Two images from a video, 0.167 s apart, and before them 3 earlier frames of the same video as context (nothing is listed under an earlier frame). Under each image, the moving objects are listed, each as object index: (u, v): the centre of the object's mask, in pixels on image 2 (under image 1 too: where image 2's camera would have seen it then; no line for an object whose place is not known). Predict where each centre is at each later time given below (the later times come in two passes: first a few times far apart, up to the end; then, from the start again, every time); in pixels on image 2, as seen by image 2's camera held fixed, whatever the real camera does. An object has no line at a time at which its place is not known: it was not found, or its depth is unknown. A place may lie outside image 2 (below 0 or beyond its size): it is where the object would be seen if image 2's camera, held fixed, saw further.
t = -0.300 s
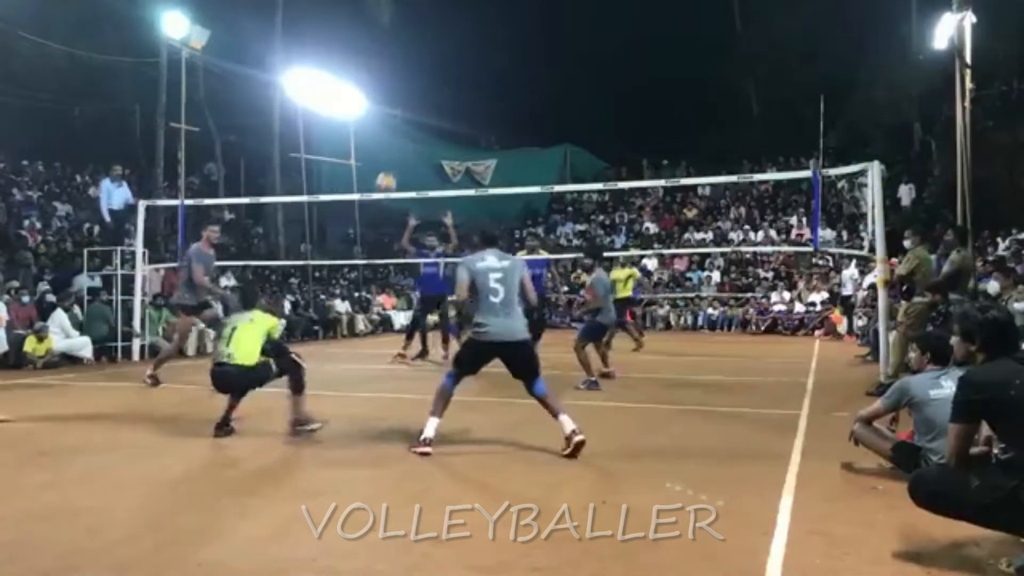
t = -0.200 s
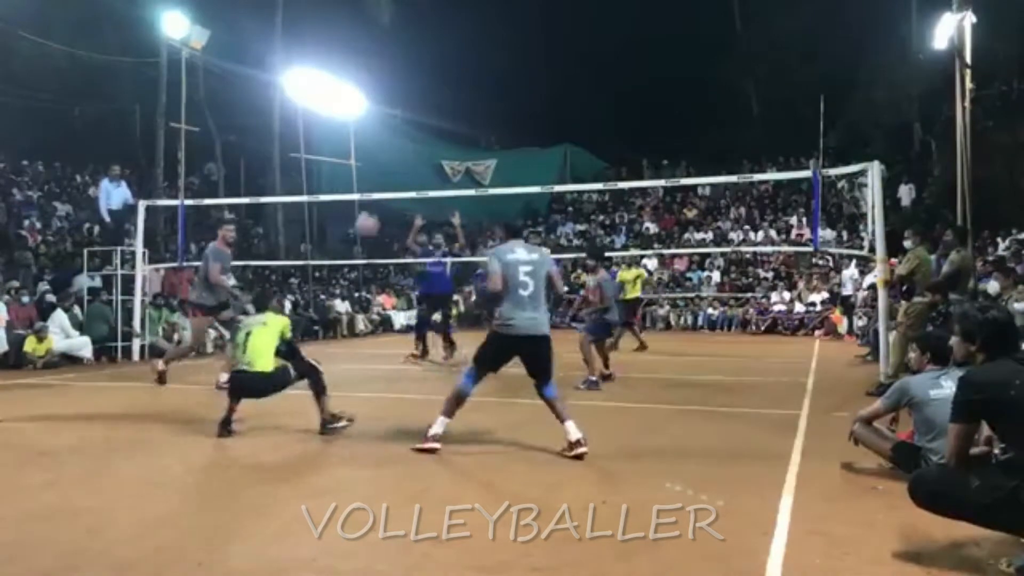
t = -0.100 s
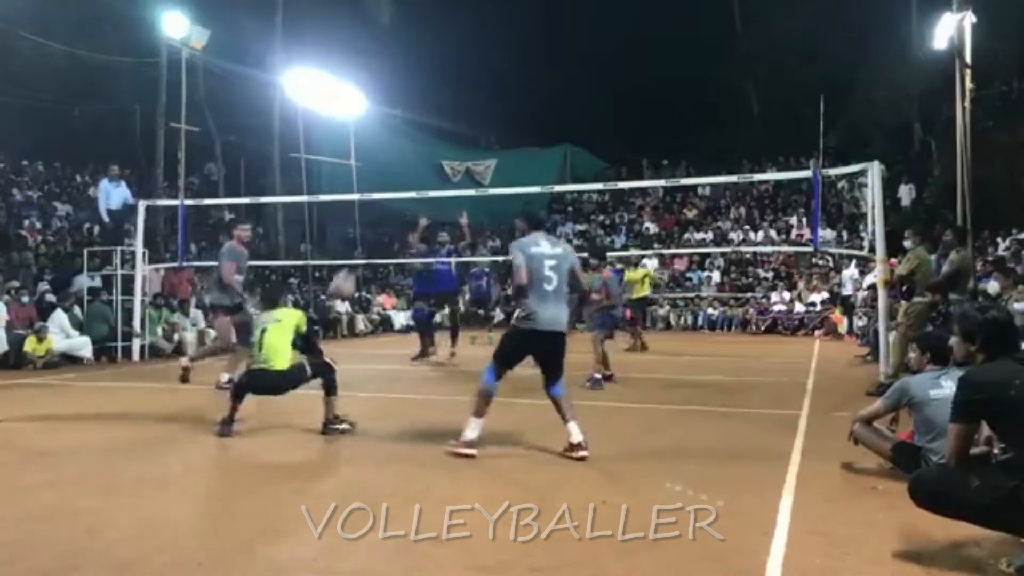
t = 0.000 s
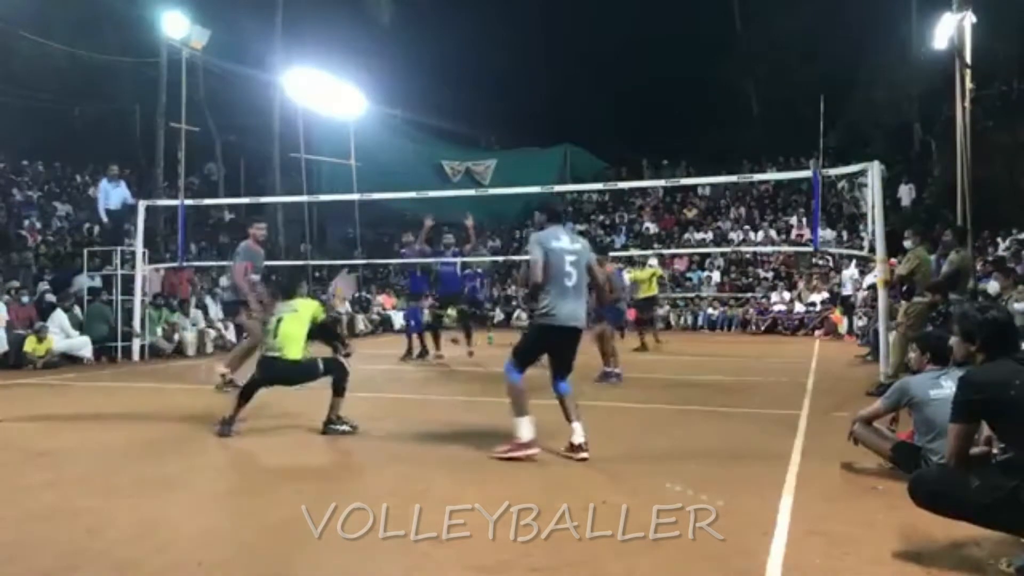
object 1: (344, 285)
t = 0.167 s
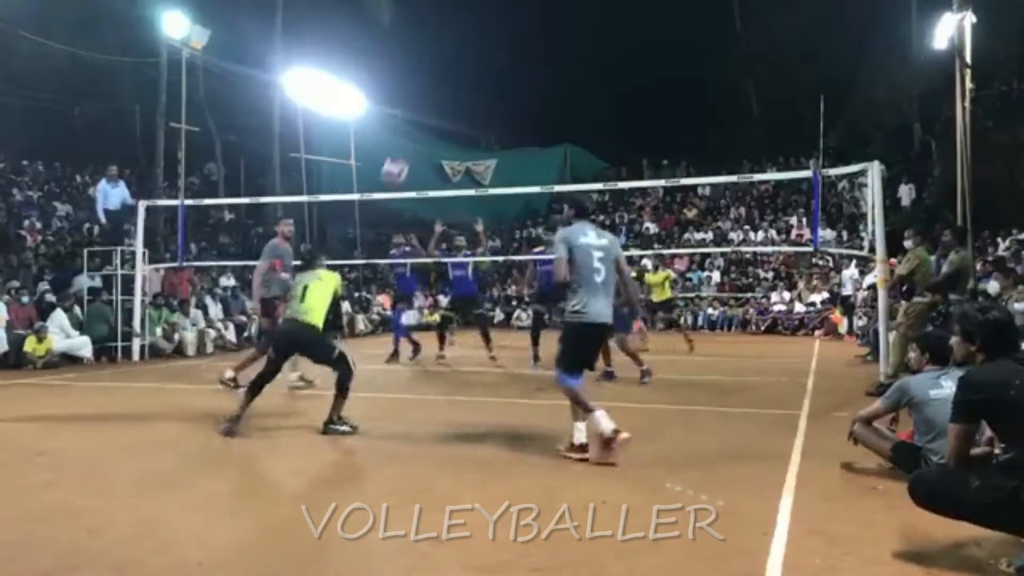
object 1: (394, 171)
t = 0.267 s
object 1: (422, 121)
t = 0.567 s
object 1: (492, 49)
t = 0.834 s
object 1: (542, 62)
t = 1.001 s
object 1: (570, 99)
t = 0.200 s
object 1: (404, 152)
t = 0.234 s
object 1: (413, 136)
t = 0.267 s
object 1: (422, 121)
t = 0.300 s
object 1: (430, 108)
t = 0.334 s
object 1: (439, 95)
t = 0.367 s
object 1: (447, 86)
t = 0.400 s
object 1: (454, 77)
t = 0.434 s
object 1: (462, 69)
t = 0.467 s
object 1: (470, 61)
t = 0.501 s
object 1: (477, 57)
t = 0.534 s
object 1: (485, 52)
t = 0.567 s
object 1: (492, 49)
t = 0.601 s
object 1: (499, 47)
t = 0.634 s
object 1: (505, 46)
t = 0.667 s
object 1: (512, 47)
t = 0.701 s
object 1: (518, 48)
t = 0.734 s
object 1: (525, 50)
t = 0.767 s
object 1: (531, 53)
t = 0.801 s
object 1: (537, 57)
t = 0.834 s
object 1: (542, 62)
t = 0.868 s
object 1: (548, 67)
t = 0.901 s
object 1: (554, 75)
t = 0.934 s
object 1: (559, 82)
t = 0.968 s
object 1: (565, 90)
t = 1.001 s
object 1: (570, 99)
